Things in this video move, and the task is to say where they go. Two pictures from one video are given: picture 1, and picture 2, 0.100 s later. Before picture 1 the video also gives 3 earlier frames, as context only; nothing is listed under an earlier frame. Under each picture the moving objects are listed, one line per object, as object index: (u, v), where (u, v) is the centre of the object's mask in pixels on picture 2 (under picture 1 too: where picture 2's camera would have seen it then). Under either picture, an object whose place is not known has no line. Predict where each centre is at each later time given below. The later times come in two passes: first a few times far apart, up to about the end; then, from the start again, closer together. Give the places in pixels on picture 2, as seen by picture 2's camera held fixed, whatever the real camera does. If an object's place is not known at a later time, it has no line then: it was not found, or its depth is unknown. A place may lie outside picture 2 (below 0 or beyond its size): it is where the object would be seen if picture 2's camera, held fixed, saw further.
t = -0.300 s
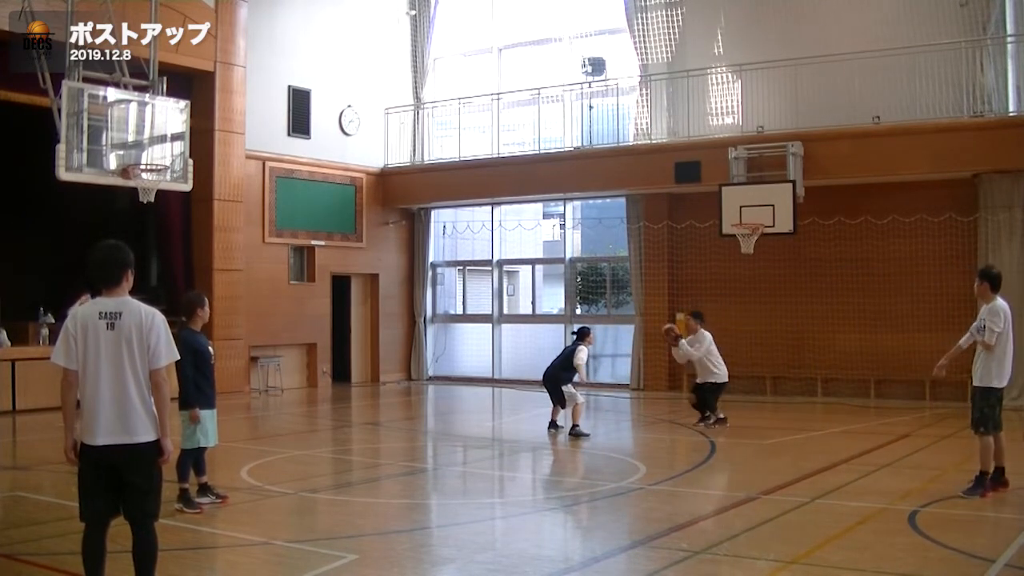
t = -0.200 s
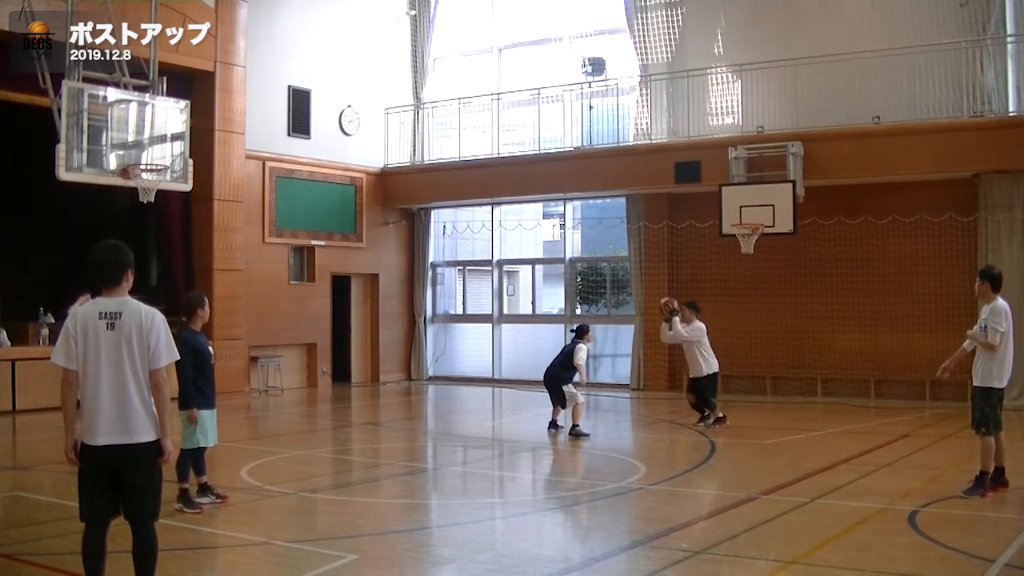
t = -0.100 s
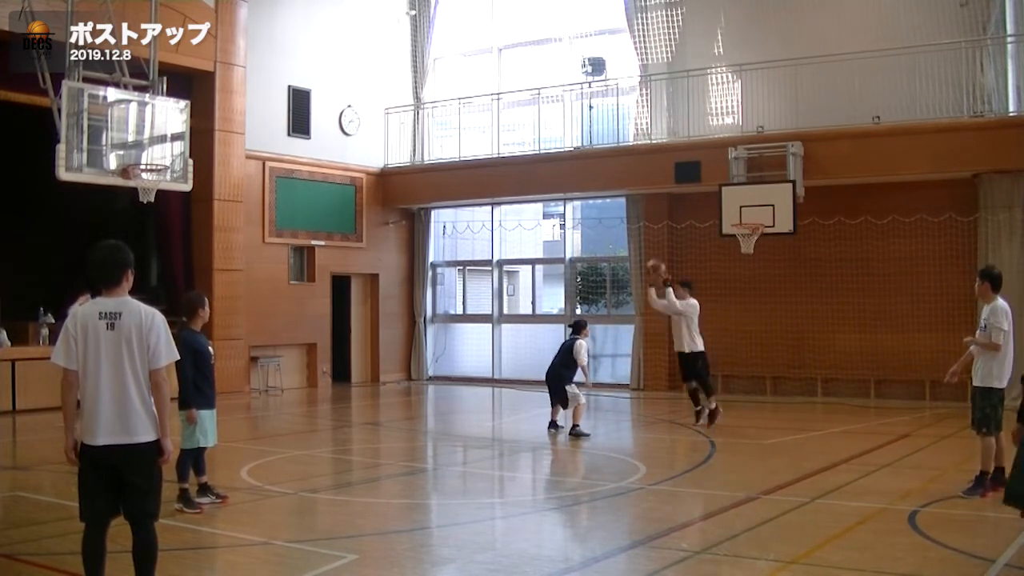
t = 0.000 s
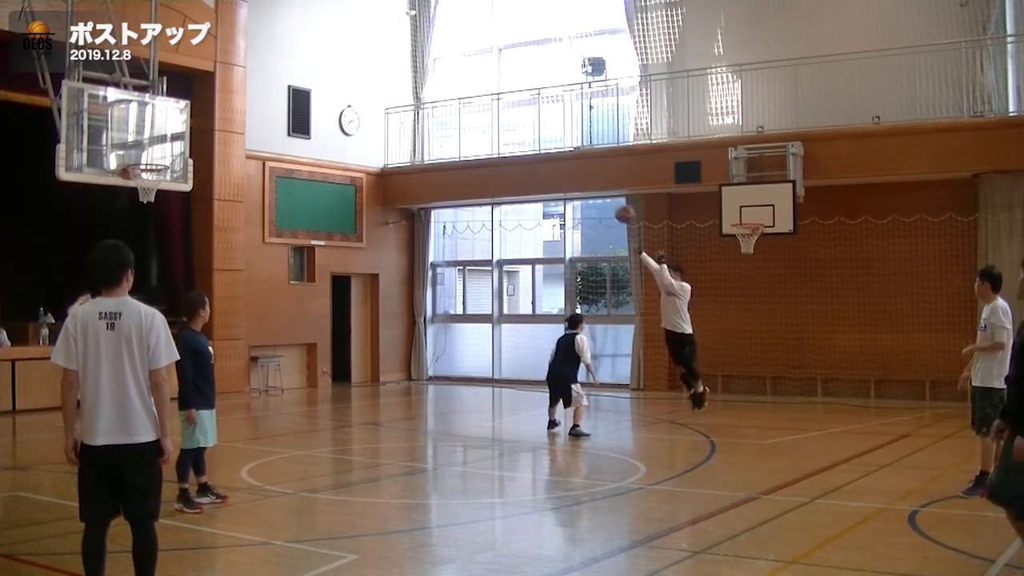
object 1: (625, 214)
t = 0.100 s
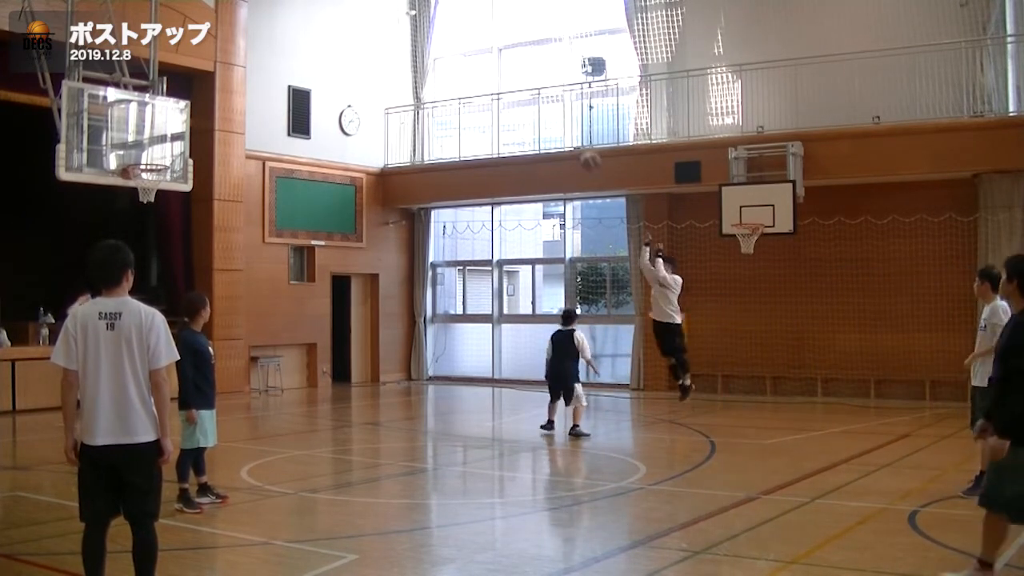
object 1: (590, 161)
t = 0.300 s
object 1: (524, 86)
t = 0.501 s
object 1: (459, 43)
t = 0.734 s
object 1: (382, 33)
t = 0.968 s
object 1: (306, 70)
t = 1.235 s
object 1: (218, 167)
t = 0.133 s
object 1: (580, 147)
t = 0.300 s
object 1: (524, 86)
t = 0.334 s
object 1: (513, 77)
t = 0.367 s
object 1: (502, 68)
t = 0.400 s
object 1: (492, 60)
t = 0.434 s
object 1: (480, 53)
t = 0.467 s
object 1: (469, 48)
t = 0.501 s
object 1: (459, 43)
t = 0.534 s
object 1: (447, 39)
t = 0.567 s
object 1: (435, 35)
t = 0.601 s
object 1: (425, 33)
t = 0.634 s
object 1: (415, 32)
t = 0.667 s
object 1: (404, 31)
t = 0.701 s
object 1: (393, 32)
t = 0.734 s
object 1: (382, 33)
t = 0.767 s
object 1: (371, 36)
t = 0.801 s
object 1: (360, 39)
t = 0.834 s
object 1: (349, 43)
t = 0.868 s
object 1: (338, 48)
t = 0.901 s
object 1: (328, 55)
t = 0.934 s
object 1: (317, 62)
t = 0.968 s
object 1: (306, 70)
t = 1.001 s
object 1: (295, 79)
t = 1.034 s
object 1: (284, 88)
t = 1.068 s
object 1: (272, 99)
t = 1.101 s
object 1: (261, 111)
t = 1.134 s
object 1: (251, 123)
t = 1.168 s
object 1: (240, 137)
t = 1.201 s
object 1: (229, 151)
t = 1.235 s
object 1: (218, 167)
